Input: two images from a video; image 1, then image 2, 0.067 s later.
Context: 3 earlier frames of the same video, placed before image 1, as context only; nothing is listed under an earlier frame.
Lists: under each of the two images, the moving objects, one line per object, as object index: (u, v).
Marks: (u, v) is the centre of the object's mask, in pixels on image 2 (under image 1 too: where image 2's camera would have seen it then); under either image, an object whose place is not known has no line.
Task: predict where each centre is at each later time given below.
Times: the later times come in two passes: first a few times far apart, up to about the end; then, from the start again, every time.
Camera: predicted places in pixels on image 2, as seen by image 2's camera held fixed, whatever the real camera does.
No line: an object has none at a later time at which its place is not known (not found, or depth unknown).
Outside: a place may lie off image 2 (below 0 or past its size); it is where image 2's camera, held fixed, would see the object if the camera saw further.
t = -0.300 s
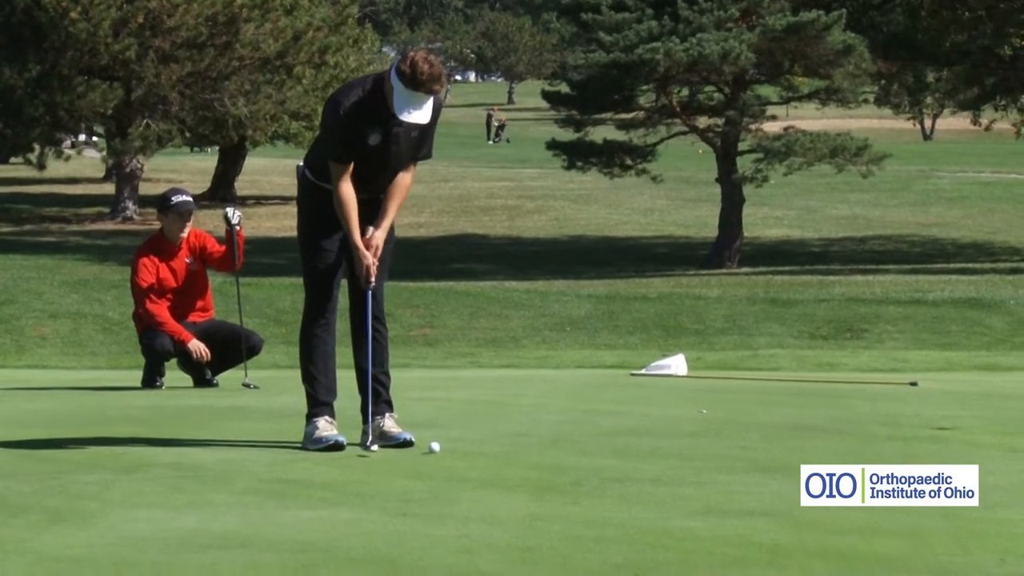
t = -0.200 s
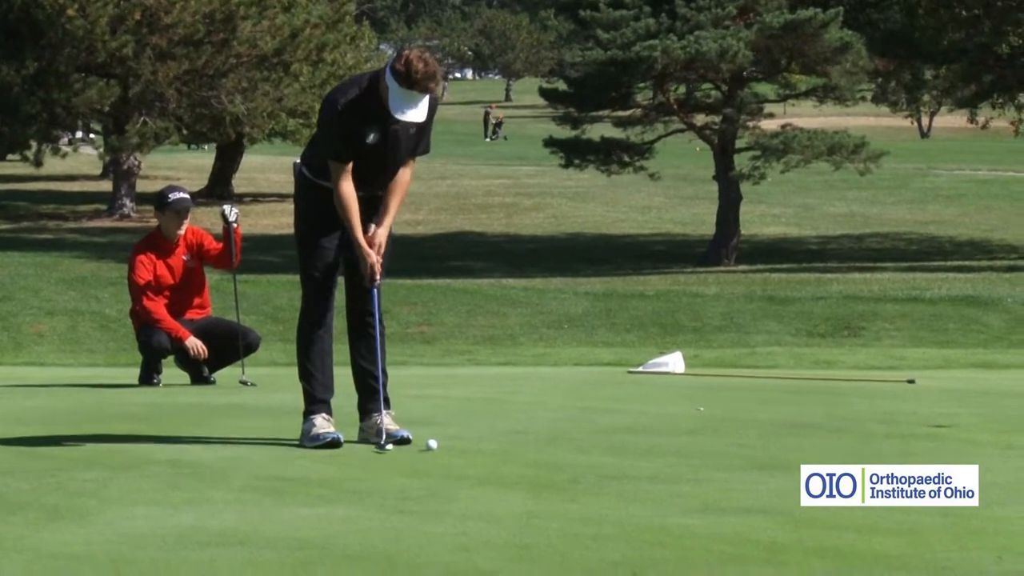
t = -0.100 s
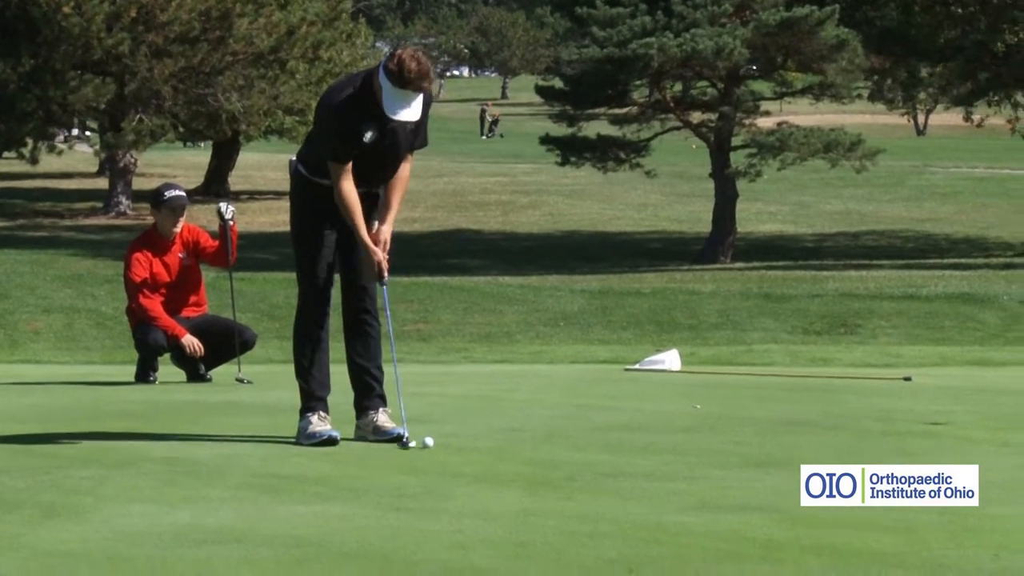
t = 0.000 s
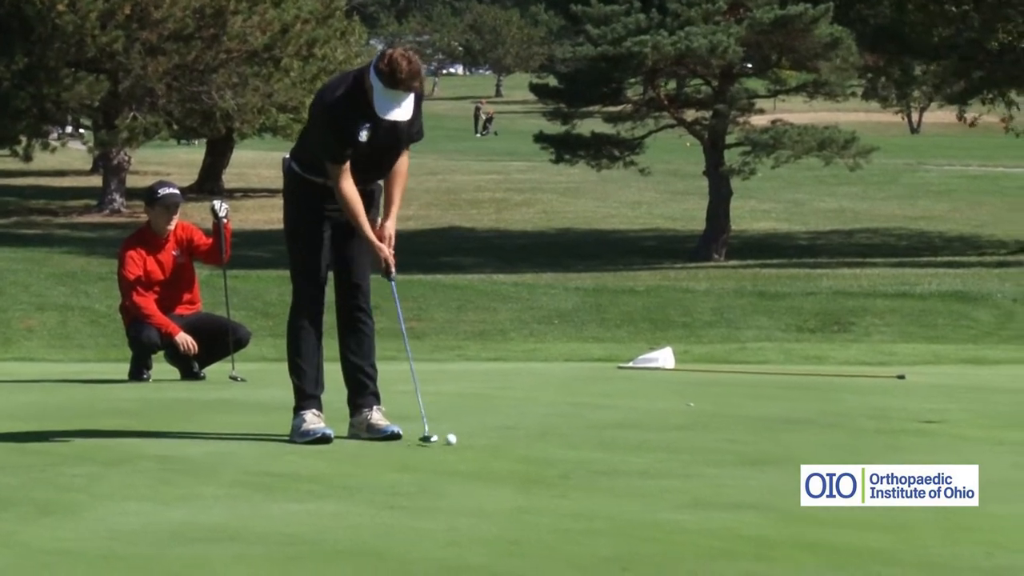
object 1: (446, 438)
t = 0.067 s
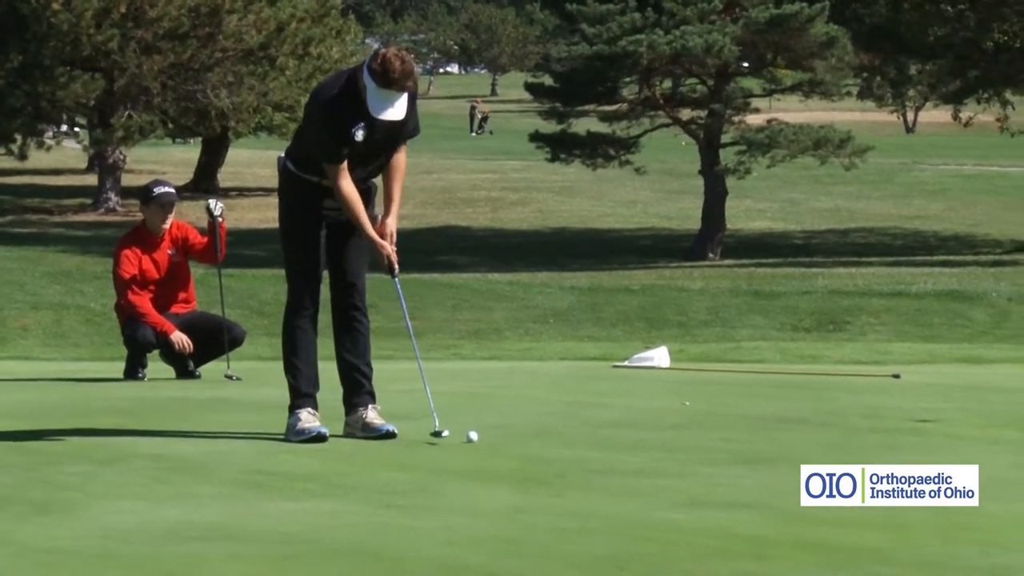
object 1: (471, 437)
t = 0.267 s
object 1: (540, 434)
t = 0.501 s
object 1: (612, 431)
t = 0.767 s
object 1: (685, 429)
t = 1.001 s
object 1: (740, 426)
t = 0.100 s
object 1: (483, 437)
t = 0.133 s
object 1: (495, 436)
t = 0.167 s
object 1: (506, 435)
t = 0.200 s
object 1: (518, 435)
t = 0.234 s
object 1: (529, 435)
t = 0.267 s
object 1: (540, 434)
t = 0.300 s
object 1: (551, 433)
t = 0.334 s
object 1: (561, 433)
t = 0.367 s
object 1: (572, 433)
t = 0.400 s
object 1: (582, 432)
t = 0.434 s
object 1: (592, 432)
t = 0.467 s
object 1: (602, 431)
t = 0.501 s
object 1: (612, 431)
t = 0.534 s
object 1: (622, 431)
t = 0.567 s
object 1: (631, 431)
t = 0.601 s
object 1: (640, 430)
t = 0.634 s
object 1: (650, 430)
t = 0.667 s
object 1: (658, 429)
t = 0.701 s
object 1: (667, 429)
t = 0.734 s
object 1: (676, 429)
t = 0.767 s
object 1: (685, 429)
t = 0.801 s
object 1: (693, 427)
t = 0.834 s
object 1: (702, 427)
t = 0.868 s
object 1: (710, 427)
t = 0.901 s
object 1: (717, 427)
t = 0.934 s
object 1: (725, 426)
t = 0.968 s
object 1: (733, 426)
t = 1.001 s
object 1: (740, 426)
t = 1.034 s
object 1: (748, 425)
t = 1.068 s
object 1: (755, 425)
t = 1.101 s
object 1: (762, 425)
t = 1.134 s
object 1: (769, 424)
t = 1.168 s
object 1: (776, 424)
